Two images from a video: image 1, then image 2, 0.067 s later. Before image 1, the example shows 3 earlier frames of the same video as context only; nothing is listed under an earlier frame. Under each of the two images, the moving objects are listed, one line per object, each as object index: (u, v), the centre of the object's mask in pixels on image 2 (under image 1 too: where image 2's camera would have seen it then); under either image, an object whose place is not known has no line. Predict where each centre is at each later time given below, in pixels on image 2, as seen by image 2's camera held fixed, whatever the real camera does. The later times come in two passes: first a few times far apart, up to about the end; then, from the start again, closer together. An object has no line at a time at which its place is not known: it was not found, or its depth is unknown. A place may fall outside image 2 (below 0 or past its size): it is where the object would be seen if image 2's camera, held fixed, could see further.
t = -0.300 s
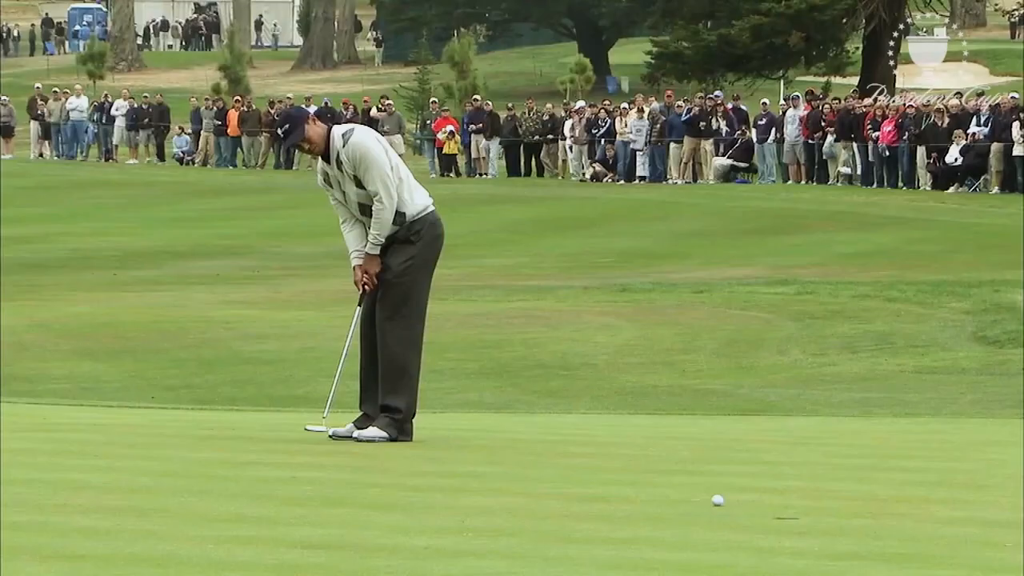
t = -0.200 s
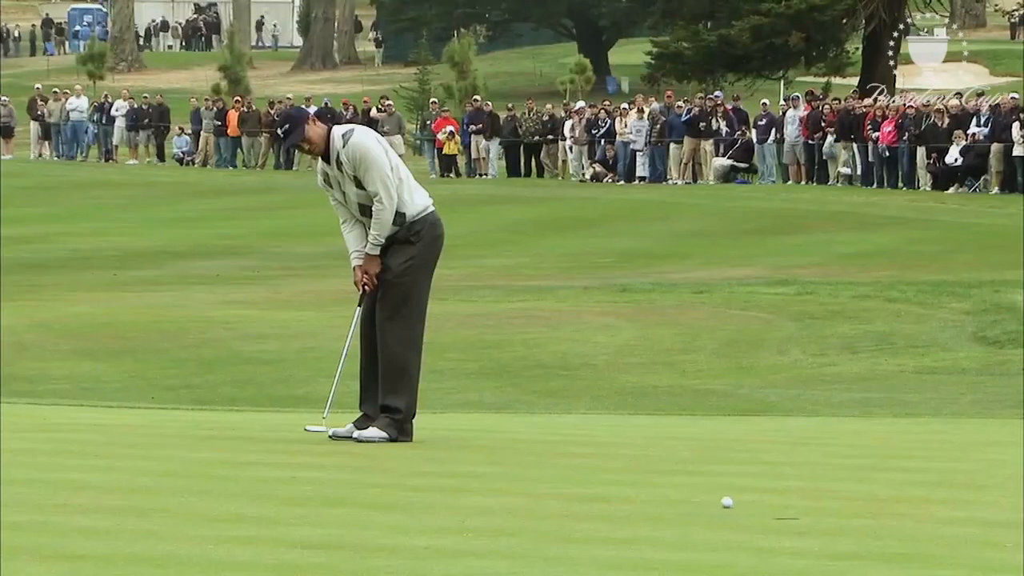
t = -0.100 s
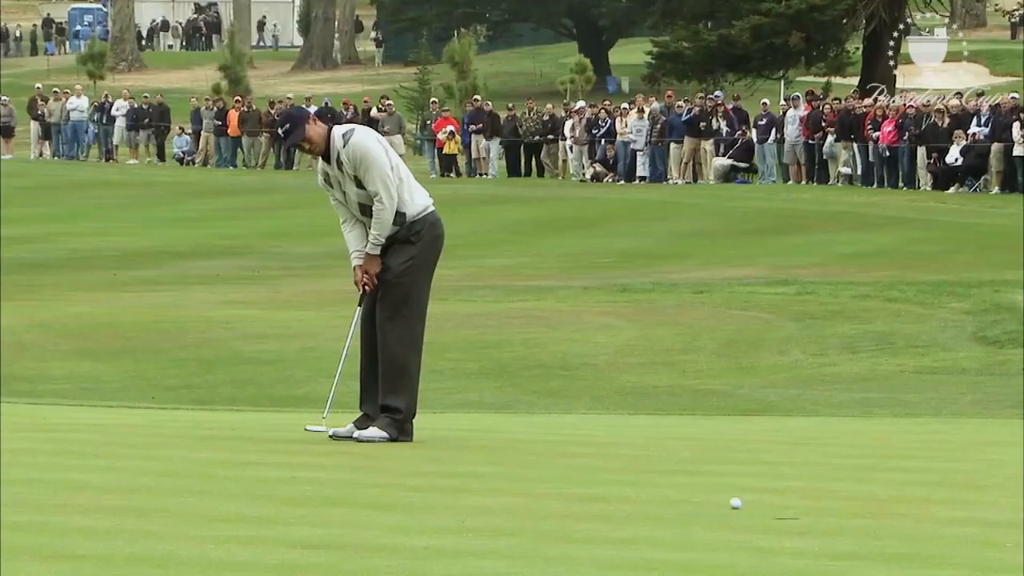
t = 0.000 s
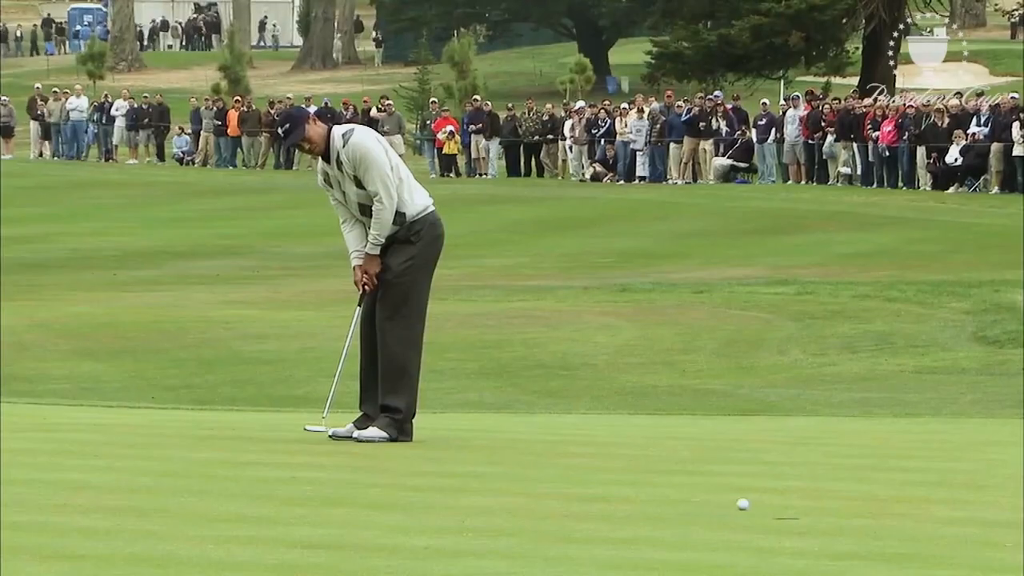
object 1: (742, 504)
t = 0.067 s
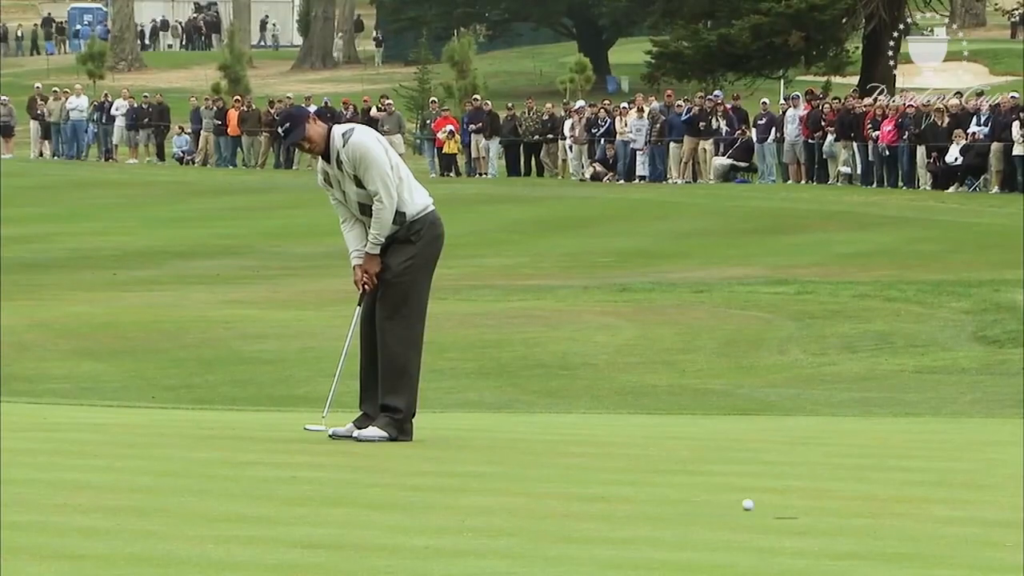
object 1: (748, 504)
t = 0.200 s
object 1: (757, 505)
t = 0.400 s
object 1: (768, 508)
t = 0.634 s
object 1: (777, 509)
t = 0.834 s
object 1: (786, 510)
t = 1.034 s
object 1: (791, 511)
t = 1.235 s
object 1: (793, 512)
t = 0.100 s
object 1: (749, 504)
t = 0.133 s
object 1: (751, 505)
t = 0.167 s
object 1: (754, 505)
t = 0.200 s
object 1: (757, 505)
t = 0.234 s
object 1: (759, 506)
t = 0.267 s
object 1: (761, 506)
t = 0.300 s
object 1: (763, 507)
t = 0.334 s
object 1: (764, 507)
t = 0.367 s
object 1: (766, 507)
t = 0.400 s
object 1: (768, 508)
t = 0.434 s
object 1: (769, 507)
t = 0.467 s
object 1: (771, 508)
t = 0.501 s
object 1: (773, 508)
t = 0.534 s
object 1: (774, 509)
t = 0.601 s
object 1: (776, 509)
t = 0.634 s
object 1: (777, 509)
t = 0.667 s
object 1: (780, 509)
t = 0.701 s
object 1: (781, 509)
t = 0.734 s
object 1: (782, 509)
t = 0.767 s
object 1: (783, 510)
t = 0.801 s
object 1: (784, 510)
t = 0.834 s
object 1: (786, 510)
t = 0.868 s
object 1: (786, 510)
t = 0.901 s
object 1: (787, 510)
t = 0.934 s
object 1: (788, 510)
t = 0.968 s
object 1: (789, 511)
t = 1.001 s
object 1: (790, 511)
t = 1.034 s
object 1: (791, 511)
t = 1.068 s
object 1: (792, 511)
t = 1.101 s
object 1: (792, 511)
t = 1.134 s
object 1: (792, 511)
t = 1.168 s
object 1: (793, 511)
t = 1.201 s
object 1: (793, 511)
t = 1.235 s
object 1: (793, 512)
